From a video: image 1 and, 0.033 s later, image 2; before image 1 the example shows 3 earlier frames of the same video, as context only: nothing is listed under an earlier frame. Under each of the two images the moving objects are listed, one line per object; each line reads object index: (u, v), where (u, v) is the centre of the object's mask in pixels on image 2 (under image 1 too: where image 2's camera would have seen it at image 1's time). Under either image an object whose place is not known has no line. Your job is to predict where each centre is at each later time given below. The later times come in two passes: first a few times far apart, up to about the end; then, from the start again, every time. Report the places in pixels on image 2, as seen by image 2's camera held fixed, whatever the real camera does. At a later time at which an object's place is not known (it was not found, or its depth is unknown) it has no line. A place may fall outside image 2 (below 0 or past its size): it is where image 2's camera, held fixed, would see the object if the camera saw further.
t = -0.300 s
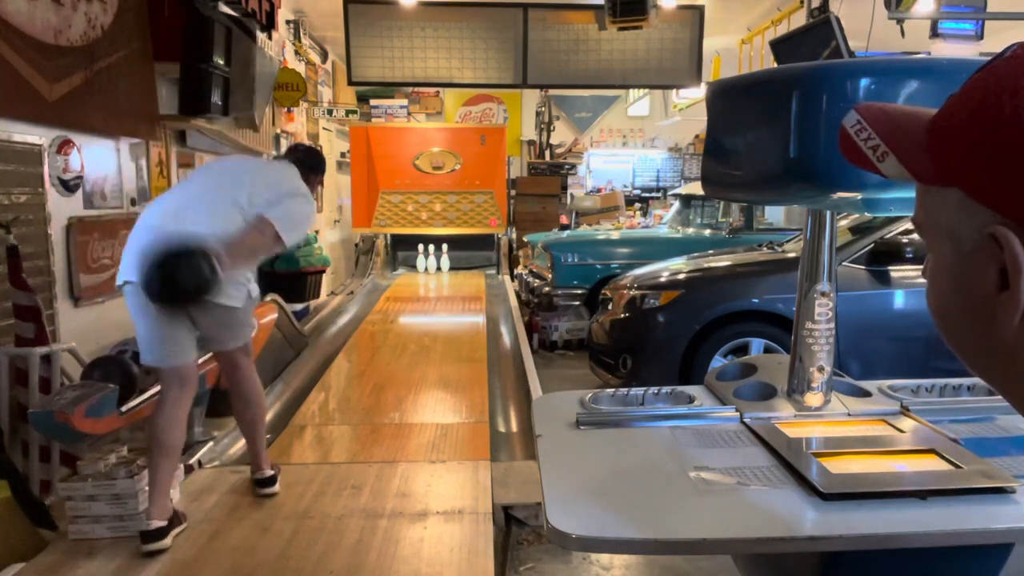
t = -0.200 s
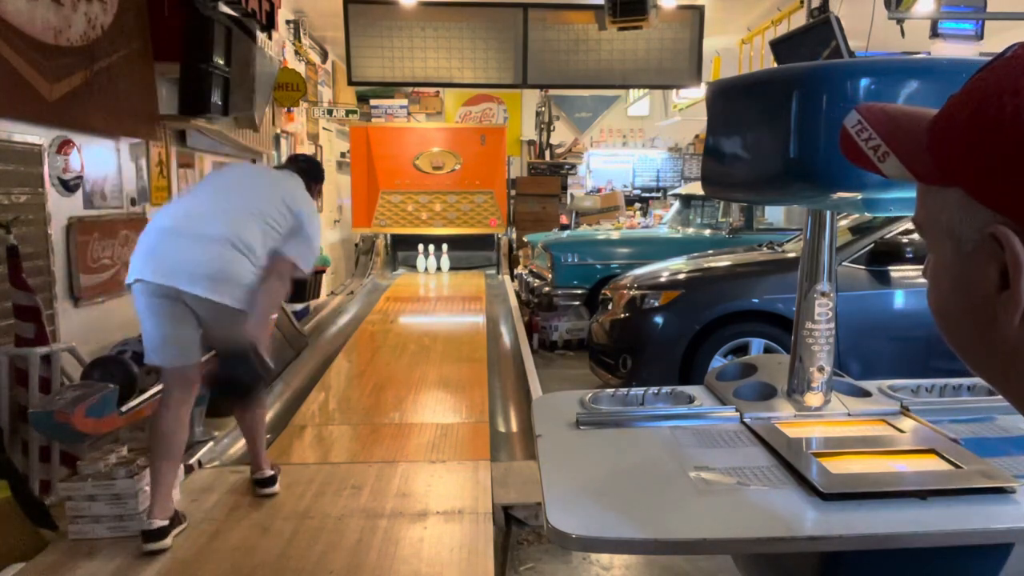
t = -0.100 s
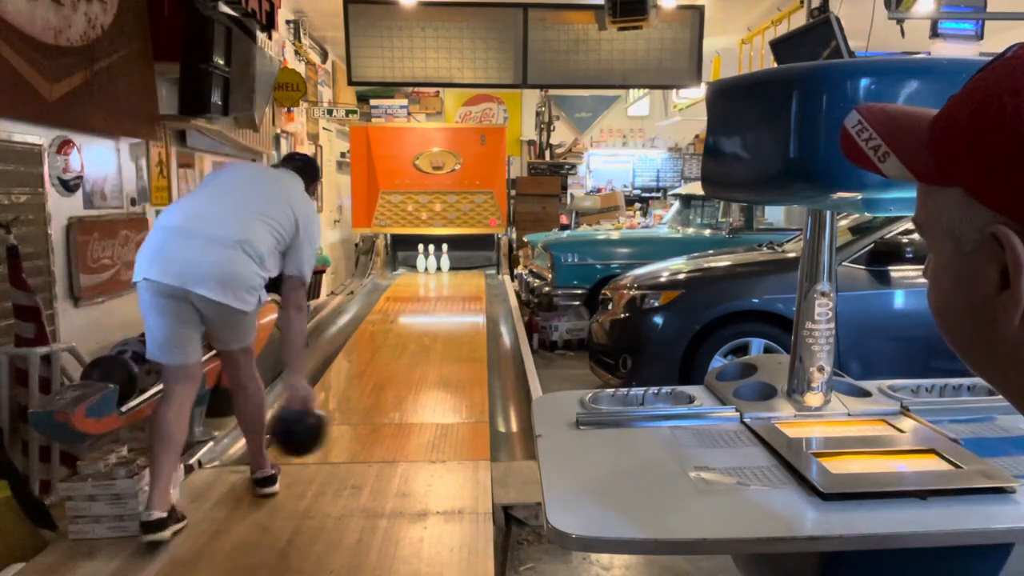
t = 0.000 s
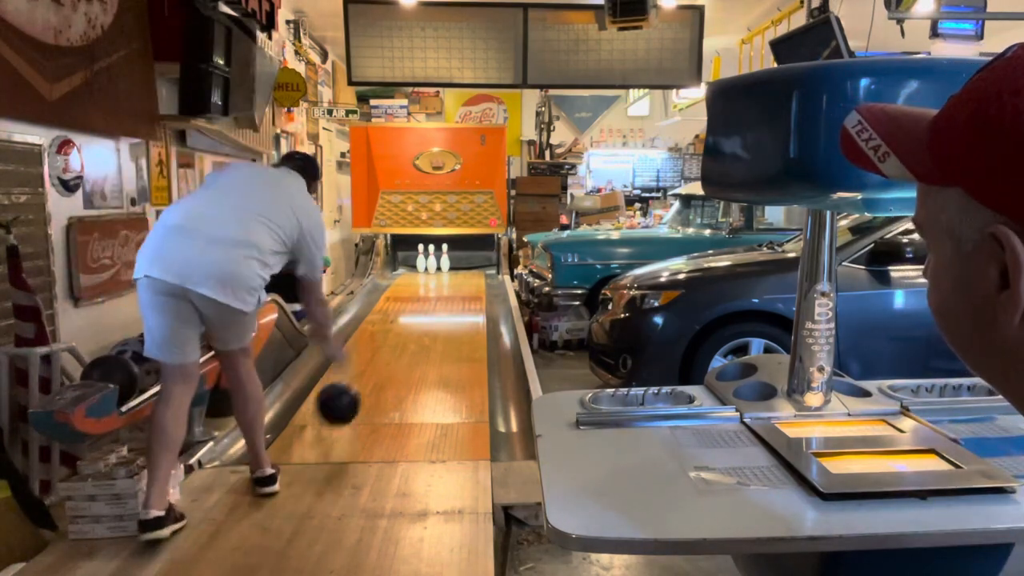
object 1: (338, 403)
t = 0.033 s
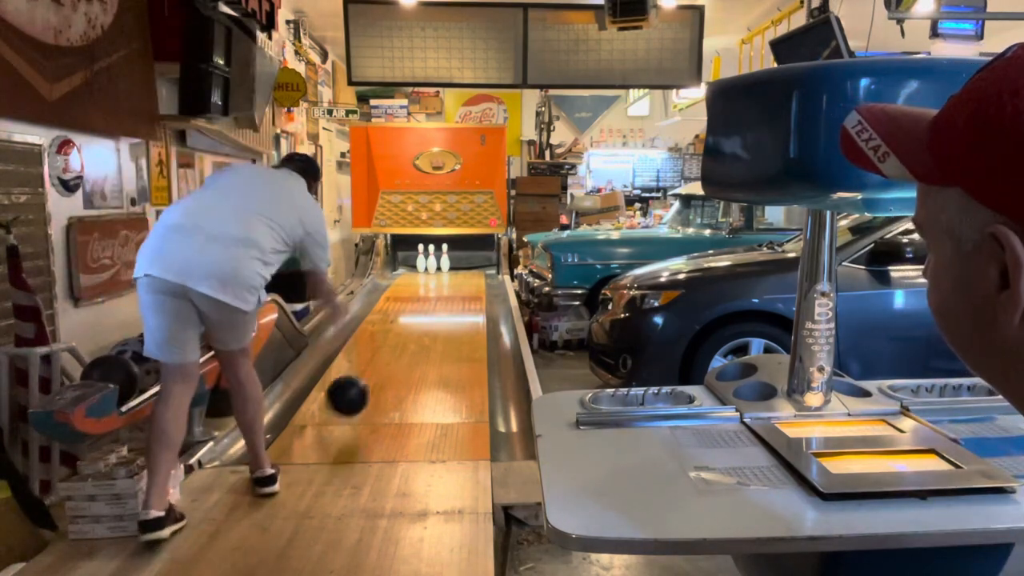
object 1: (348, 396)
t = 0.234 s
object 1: (386, 347)
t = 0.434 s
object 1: (408, 311)
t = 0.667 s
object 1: (424, 286)
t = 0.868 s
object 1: (433, 273)
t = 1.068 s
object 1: (443, 265)
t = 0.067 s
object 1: (356, 391)
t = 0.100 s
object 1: (364, 386)
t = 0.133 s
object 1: (370, 372)
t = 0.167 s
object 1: (376, 363)
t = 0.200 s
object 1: (381, 355)
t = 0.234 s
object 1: (386, 347)
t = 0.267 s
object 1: (390, 339)
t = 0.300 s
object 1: (394, 333)
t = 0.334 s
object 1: (398, 326)
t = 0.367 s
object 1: (401, 321)
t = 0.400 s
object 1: (405, 316)
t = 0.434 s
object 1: (408, 311)
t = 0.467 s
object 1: (410, 306)
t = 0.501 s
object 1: (413, 302)
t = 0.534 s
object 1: (416, 299)
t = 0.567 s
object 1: (418, 294)
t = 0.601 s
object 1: (420, 292)
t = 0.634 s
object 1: (422, 289)
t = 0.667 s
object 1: (424, 286)
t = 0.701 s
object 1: (426, 283)
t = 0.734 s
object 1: (427, 281)
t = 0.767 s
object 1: (429, 279)
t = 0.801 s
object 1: (431, 277)
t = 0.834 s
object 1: (432, 275)
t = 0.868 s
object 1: (433, 273)
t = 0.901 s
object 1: (435, 272)
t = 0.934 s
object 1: (436, 269)
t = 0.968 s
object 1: (438, 269)
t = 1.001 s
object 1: (438, 268)
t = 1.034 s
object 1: (440, 267)
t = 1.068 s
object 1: (443, 265)
